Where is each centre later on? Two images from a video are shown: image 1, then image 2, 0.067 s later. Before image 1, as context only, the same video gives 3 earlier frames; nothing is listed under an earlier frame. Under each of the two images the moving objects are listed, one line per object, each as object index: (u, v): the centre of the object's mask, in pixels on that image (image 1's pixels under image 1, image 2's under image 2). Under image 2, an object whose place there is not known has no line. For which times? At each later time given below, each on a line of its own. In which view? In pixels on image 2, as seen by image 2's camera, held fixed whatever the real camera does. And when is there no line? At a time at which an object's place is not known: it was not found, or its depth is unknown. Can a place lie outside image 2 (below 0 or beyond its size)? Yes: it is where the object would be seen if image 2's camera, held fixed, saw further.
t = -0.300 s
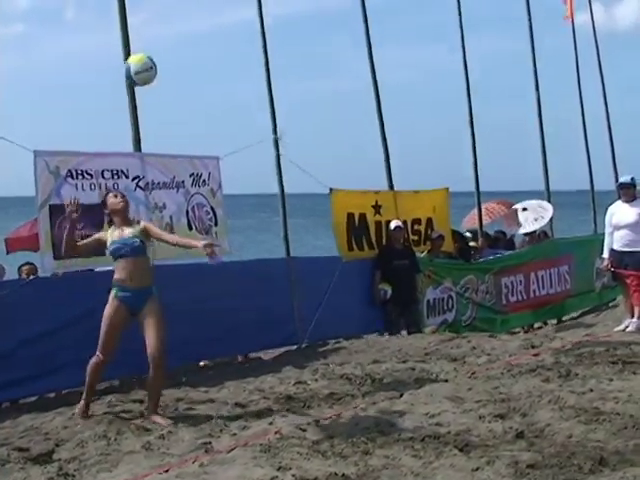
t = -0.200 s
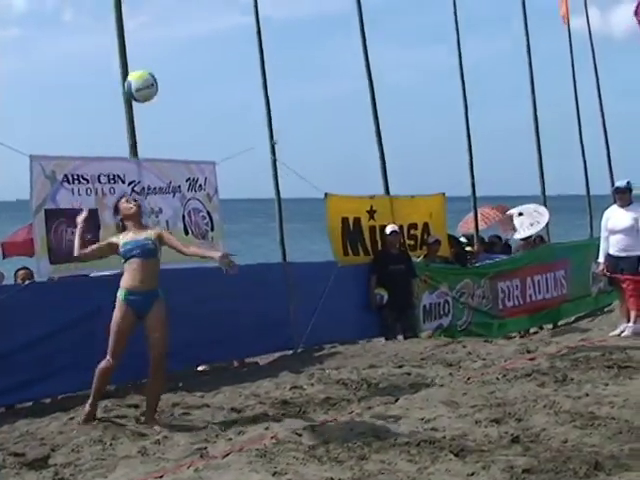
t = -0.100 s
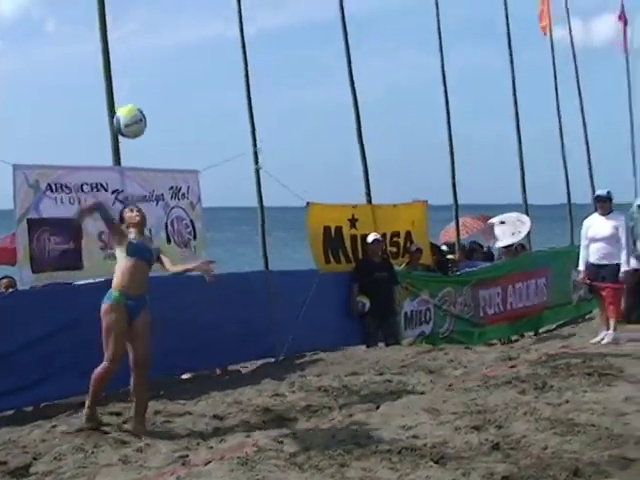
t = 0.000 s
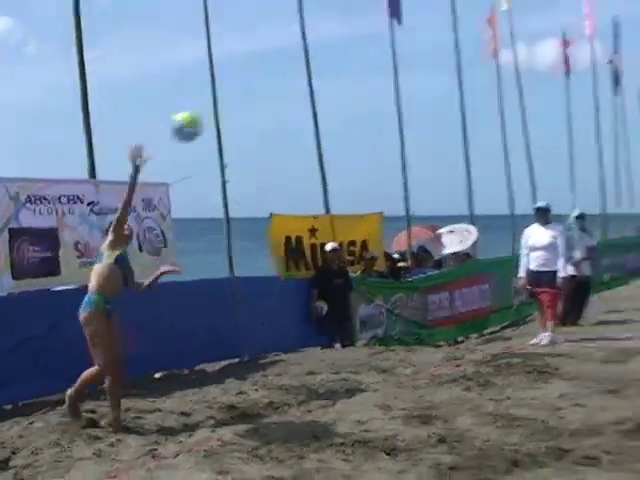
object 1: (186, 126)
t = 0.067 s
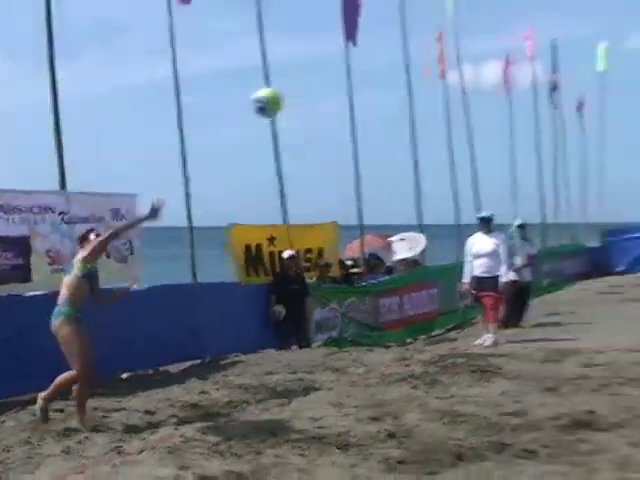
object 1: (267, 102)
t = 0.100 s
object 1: (322, 91)
